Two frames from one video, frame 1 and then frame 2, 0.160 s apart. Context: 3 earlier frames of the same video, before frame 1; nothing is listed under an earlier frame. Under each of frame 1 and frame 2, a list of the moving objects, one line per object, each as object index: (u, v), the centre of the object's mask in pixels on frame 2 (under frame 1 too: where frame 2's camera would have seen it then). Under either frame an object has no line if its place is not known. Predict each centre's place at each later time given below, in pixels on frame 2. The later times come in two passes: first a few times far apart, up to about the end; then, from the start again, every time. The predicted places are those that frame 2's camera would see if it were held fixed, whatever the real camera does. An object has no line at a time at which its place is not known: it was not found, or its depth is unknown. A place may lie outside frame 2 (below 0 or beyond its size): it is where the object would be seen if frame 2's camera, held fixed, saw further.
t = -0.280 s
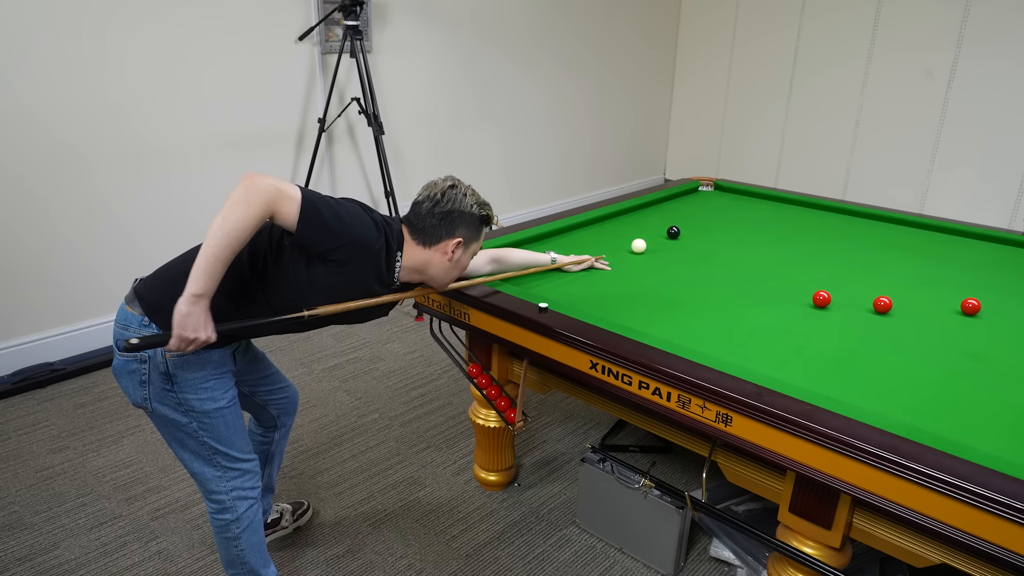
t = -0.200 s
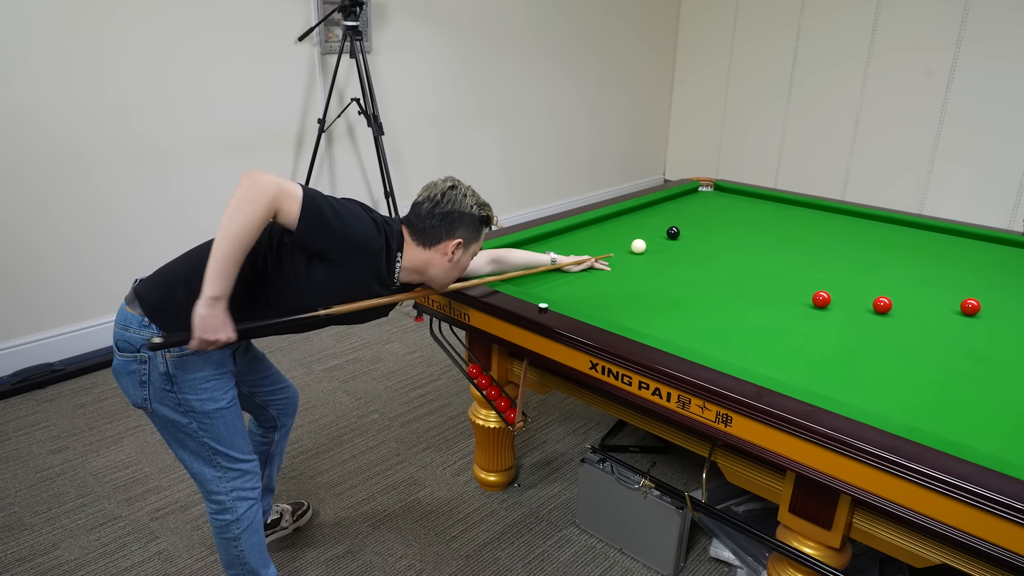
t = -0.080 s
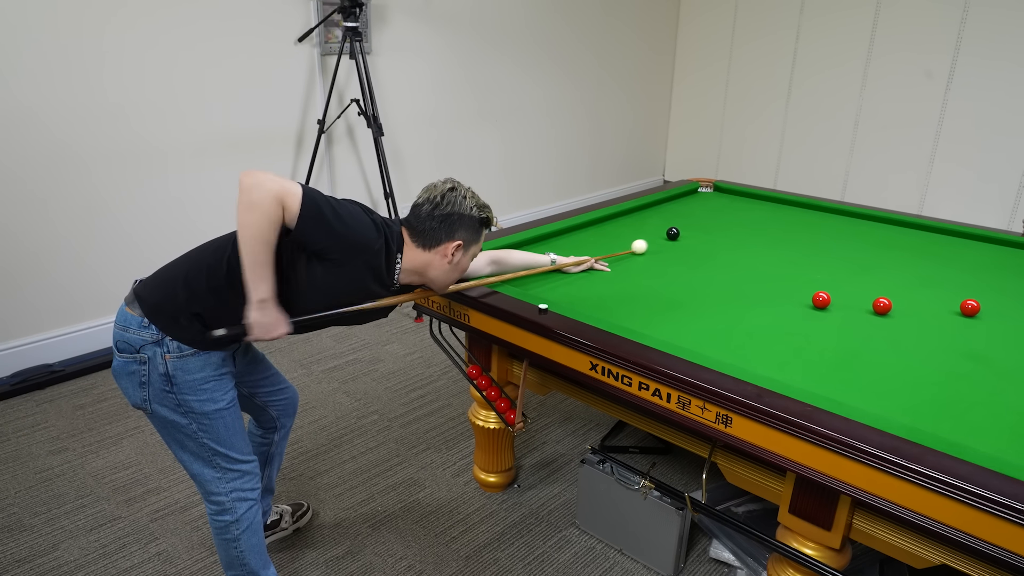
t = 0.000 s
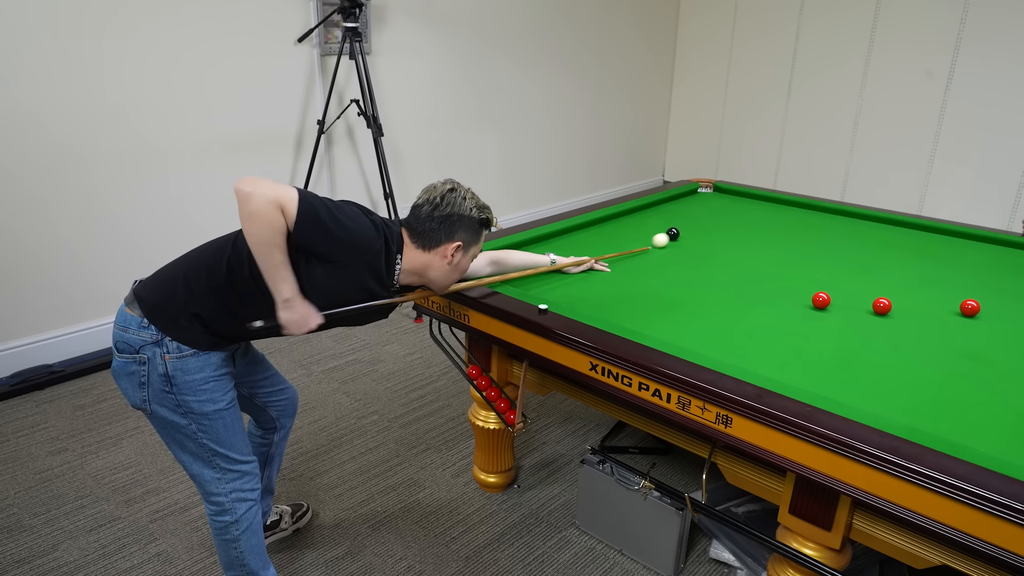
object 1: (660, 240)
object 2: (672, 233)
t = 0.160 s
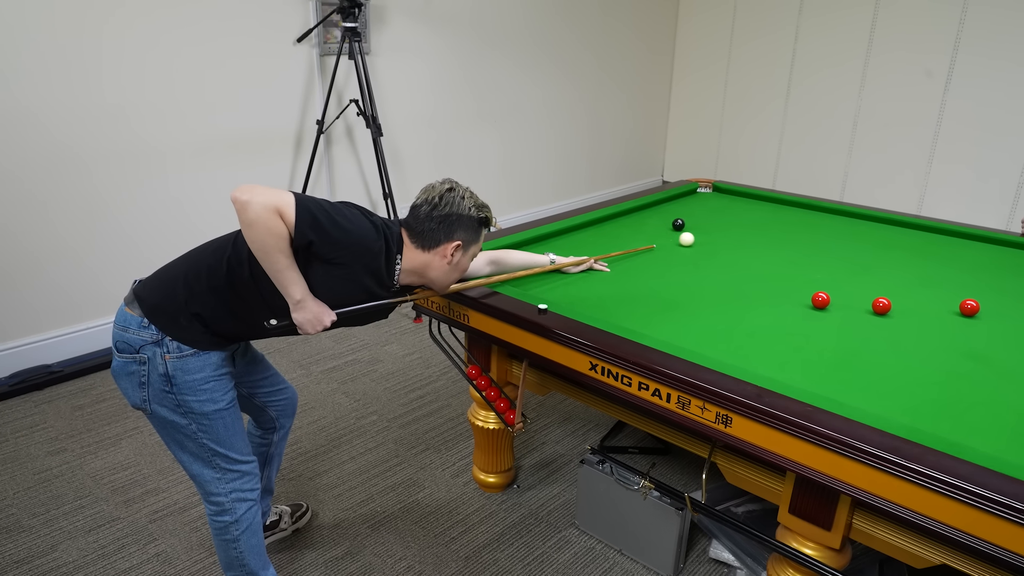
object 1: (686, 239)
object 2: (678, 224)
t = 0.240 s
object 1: (695, 240)
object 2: (682, 219)
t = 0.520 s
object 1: (726, 245)
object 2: (691, 205)
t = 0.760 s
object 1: (751, 249)
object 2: (698, 195)
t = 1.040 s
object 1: (780, 253)
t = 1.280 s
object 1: (804, 256)
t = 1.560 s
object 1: (831, 260)
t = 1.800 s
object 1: (853, 264)
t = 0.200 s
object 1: (691, 240)
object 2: (680, 222)
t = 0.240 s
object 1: (695, 240)
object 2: (682, 219)
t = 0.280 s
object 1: (700, 241)
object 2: (683, 217)
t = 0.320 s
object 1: (704, 242)
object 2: (684, 215)
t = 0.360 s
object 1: (708, 242)
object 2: (686, 213)
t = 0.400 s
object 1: (713, 243)
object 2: (687, 211)
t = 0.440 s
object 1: (717, 244)
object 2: (689, 209)
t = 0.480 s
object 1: (721, 244)
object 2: (690, 207)
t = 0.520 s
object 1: (726, 245)
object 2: (691, 205)
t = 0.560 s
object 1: (730, 246)
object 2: (692, 203)
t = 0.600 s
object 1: (734, 246)
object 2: (694, 202)
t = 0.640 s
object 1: (738, 247)
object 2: (695, 200)
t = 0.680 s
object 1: (743, 247)
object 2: (696, 198)
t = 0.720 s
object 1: (747, 248)
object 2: (697, 197)
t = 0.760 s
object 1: (751, 249)
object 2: (698, 195)
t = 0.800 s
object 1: (755, 249)
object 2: (699, 193)
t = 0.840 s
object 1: (759, 250)
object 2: (700, 192)
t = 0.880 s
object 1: (763, 251)
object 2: (701, 190)
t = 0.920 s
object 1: (768, 251)
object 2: (704, 189)
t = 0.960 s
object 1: (772, 252)
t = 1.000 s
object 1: (776, 252)
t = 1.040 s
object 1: (780, 253)
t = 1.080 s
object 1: (784, 254)
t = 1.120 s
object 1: (788, 254)
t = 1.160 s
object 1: (792, 255)
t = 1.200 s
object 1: (796, 255)
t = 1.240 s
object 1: (800, 256)
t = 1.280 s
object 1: (804, 256)
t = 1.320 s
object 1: (808, 257)
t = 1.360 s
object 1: (812, 258)
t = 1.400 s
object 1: (815, 258)
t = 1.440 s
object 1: (819, 259)
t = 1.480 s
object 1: (823, 259)
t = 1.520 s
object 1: (827, 260)
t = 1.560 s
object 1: (831, 260)
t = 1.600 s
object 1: (834, 261)
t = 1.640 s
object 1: (838, 261)
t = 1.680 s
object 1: (842, 262)
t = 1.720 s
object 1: (845, 263)
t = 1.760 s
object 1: (849, 263)
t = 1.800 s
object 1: (853, 264)
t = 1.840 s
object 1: (856, 264)
